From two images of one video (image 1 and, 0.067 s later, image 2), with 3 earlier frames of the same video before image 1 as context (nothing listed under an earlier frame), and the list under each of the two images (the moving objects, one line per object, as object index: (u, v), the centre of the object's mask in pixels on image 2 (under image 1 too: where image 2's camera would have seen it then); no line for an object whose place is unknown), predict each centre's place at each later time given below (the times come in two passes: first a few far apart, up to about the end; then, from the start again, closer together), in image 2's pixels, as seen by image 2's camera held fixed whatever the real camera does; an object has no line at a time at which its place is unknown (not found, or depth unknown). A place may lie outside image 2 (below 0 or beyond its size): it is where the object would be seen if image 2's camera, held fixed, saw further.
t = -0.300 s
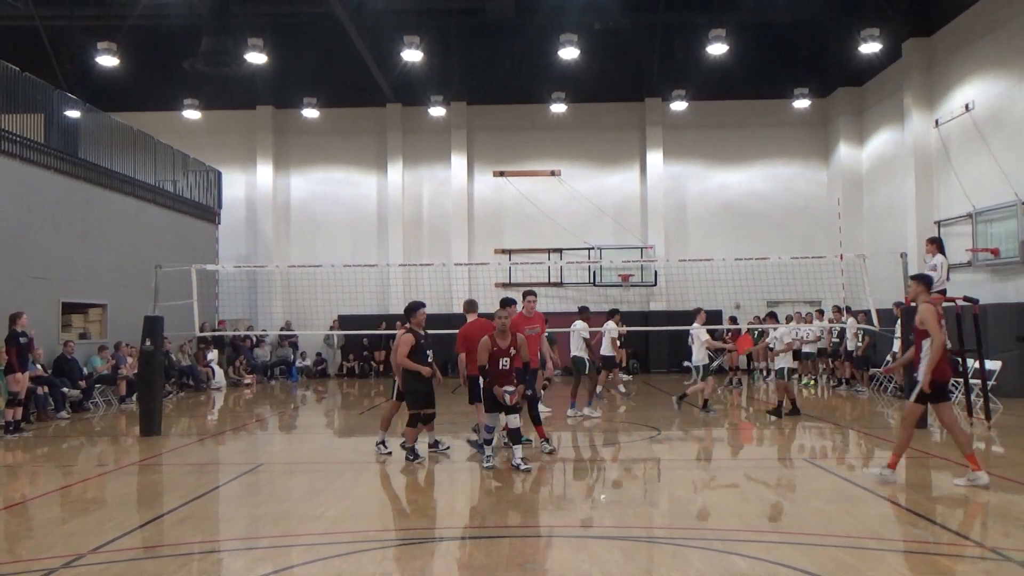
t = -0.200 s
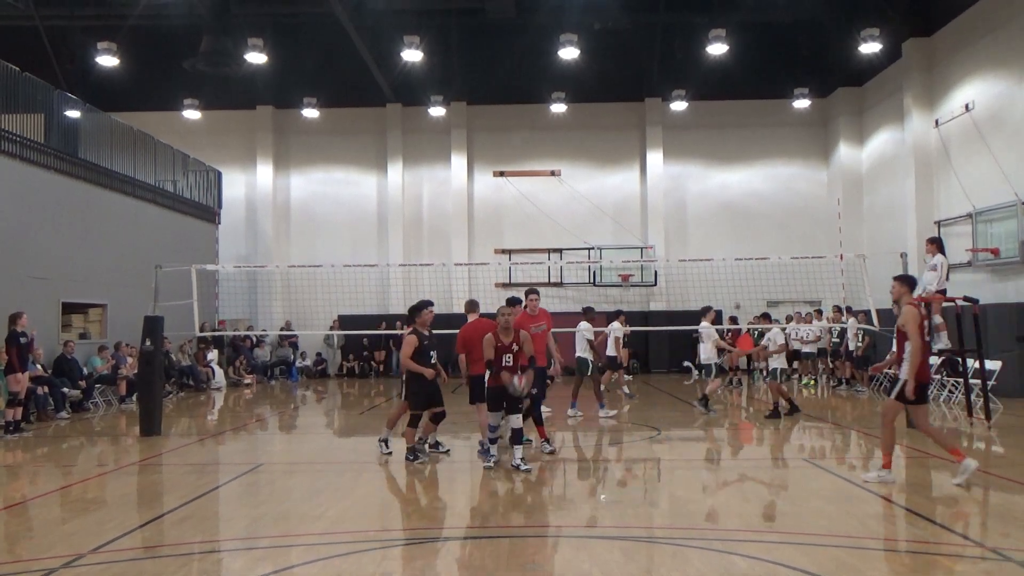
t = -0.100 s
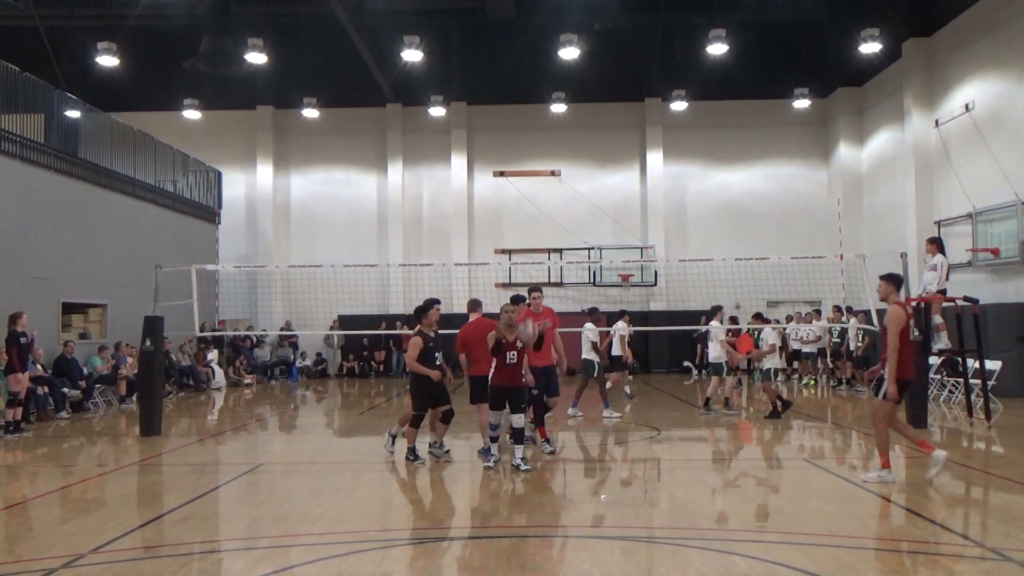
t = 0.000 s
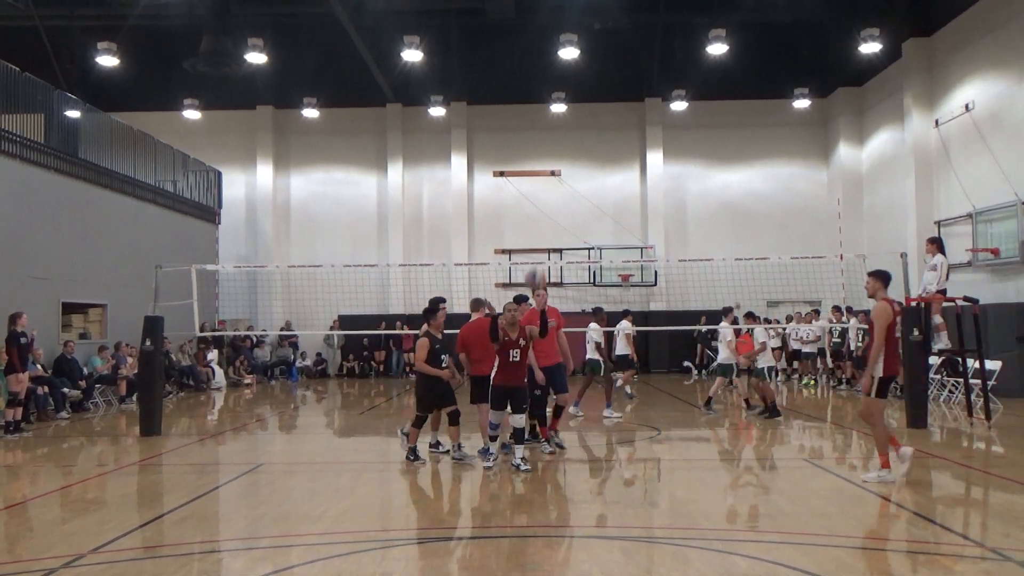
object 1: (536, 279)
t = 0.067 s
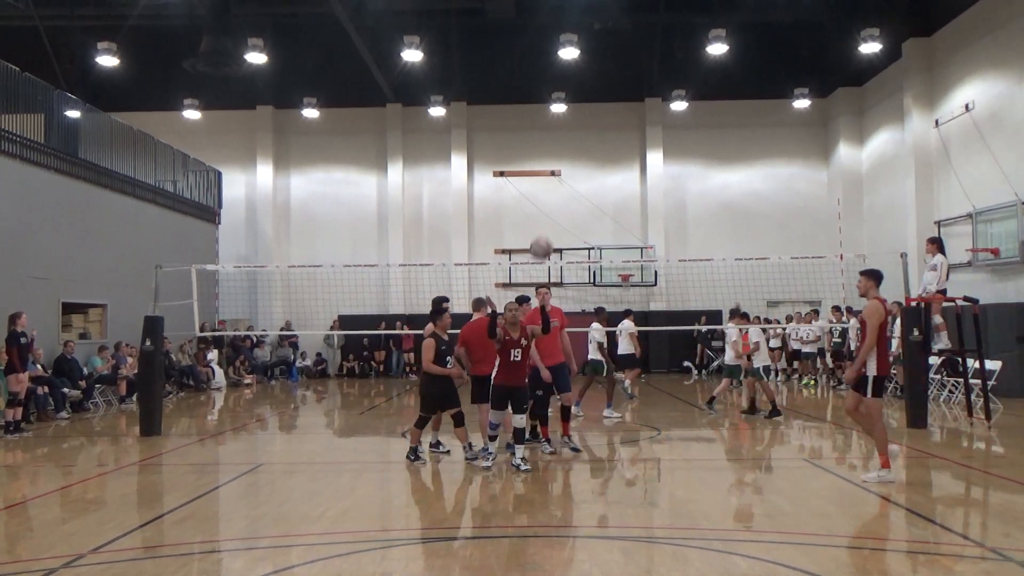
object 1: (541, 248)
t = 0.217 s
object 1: (555, 189)
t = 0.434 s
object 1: (578, 136)
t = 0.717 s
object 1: (618, 148)
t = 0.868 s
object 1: (646, 206)
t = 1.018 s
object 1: (681, 315)
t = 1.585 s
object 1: (766, 350)
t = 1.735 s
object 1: (772, 295)
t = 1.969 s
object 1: (782, 306)
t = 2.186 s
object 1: (796, 428)
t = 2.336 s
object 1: (806, 564)
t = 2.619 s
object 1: (826, 487)
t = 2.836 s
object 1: (846, 423)
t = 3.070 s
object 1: (871, 479)
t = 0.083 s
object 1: (543, 241)
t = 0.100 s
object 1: (544, 234)
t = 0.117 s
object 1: (546, 227)
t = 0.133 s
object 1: (547, 220)
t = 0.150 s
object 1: (549, 214)
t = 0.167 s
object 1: (550, 207)
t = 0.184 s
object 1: (552, 201)
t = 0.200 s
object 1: (554, 195)
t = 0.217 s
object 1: (555, 189)
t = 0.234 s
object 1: (557, 183)
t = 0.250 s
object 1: (558, 179)
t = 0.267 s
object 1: (560, 173)
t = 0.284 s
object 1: (562, 168)
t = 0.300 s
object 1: (563, 164)
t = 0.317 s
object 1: (565, 159)
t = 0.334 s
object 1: (567, 156)
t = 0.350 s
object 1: (569, 151)
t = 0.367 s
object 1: (571, 148)
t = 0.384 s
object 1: (573, 145)
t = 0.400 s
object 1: (575, 142)
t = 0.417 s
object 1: (576, 139)
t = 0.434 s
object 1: (578, 136)
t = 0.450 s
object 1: (581, 134)
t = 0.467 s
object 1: (582, 133)
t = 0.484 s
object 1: (585, 131)
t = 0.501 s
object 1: (587, 130)
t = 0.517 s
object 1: (589, 129)
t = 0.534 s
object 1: (591, 129)
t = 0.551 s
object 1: (593, 129)
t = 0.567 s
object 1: (595, 129)
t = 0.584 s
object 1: (598, 130)
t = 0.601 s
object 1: (601, 131)
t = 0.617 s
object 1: (603, 132)
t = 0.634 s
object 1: (605, 133)
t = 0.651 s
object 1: (608, 136)
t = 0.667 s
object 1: (611, 138)
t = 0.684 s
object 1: (614, 142)
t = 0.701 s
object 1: (616, 145)
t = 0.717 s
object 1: (618, 148)
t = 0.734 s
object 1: (621, 153)
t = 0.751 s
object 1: (624, 159)
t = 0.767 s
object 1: (627, 164)
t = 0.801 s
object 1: (634, 176)
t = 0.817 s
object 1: (636, 184)
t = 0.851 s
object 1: (643, 199)
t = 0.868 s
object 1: (646, 206)
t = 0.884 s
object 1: (650, 217)
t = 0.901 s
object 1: (653, 227)
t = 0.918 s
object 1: (657, 238)
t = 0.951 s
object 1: (663, 259)
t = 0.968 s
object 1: (668, 273)
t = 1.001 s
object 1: (678, 305)
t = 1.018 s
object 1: (681, 315)
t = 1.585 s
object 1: (766, 350)
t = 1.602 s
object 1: (767, 342)
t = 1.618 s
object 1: (768, 336)
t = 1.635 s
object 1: (768, 327)
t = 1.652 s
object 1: (769, 320)
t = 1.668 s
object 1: (769, 313)
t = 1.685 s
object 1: (770, 307)
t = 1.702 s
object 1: (771, 303)
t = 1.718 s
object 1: (772, 300)
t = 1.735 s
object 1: (772, 295)
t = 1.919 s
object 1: (780, 293)
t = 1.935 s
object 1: (781, 297)
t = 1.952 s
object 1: (782, 301)
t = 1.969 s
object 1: (782, 306)
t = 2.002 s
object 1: (785, 318)
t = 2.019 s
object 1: (786, 325)
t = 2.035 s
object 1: (787, 331)
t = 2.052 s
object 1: (788, 339)
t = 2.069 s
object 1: (789, 349)
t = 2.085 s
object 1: (789, 358)
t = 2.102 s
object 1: (790, 368)
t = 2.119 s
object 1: (791, 377)
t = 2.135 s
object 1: (794, 389)
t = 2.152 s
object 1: (793, 402)
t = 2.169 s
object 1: (794, 414)
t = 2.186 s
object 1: (796, 428)
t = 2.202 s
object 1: (796, 439)
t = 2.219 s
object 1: (799, 456)
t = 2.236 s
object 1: (800, 471)
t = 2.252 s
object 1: (800, 487)
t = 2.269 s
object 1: (802, 504)
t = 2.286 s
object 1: (803, 521)
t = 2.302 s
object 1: (804, 539)
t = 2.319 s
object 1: (806, 556)
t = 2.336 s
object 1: (806, 564)
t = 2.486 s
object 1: (815, 567)
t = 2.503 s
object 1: (817, 561)
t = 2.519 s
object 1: (818, 552)
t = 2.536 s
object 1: (820, 539)
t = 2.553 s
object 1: (821, 527)
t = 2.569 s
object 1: (822, 516)
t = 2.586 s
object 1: (824, 505)
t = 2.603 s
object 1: (825, 496)
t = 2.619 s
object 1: (826, 487)
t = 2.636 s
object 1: (828, 479)
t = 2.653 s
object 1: (829, 471)
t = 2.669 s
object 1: (831, 463)
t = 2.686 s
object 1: (832, 456)
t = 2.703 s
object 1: (833, 450)
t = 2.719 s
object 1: (835, 445)
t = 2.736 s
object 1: (836, 439)
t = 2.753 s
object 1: (838, 435)
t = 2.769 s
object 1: (839, 431)
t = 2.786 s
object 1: (841, 428)
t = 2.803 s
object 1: (843, 425)
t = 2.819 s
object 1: (844, 424)
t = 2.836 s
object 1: (846, 423)
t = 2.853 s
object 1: (847, 423)
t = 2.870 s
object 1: (849, 423)
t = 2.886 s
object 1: (851, 424)
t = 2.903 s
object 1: (852, 425)
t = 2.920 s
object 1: (854, 428)
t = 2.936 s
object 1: (856, 430)
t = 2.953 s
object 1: (857, 434)
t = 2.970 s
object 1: (859, 438)
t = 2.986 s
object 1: (861, 444)
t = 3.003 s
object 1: (863, 449)
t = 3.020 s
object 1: (864, 455)
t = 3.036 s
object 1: (867, 462)
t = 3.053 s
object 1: (869, 470)
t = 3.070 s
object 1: (871, 479)
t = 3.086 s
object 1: (873, 488)
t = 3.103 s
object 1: (875, 498)
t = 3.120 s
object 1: (877, 509)
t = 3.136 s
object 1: (879, 521)
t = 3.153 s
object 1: (881, 533)
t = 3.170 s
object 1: (883, 546)
